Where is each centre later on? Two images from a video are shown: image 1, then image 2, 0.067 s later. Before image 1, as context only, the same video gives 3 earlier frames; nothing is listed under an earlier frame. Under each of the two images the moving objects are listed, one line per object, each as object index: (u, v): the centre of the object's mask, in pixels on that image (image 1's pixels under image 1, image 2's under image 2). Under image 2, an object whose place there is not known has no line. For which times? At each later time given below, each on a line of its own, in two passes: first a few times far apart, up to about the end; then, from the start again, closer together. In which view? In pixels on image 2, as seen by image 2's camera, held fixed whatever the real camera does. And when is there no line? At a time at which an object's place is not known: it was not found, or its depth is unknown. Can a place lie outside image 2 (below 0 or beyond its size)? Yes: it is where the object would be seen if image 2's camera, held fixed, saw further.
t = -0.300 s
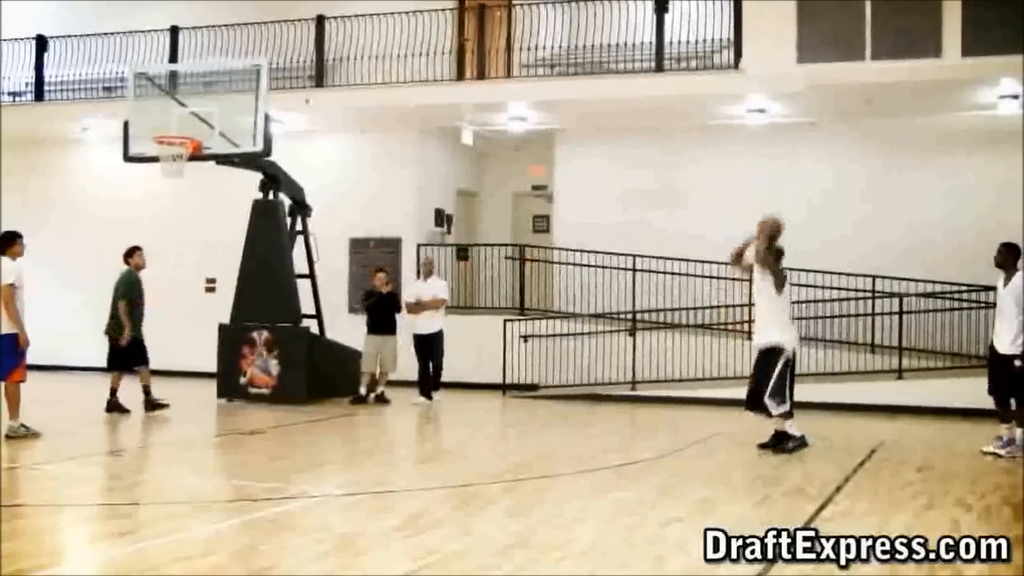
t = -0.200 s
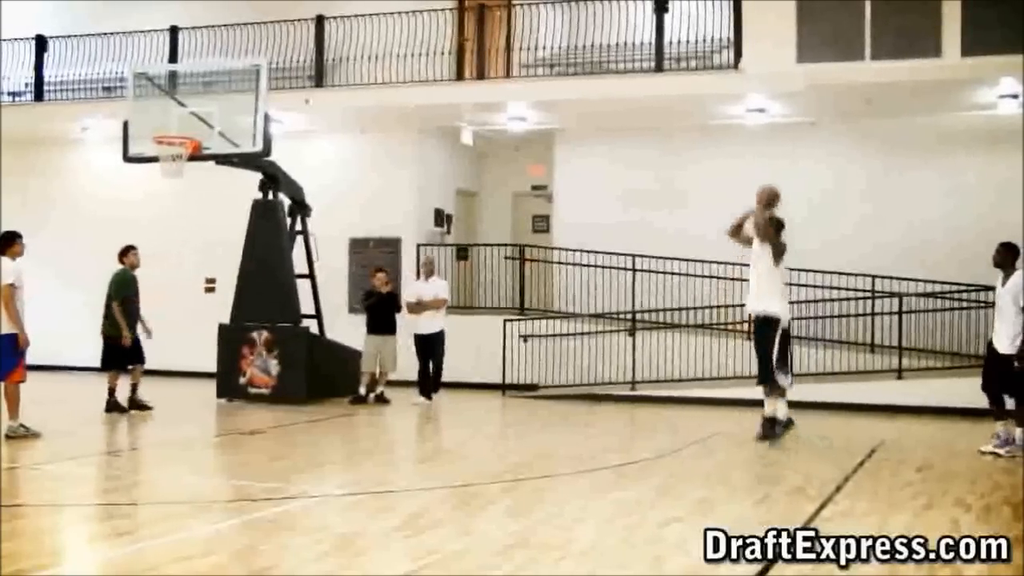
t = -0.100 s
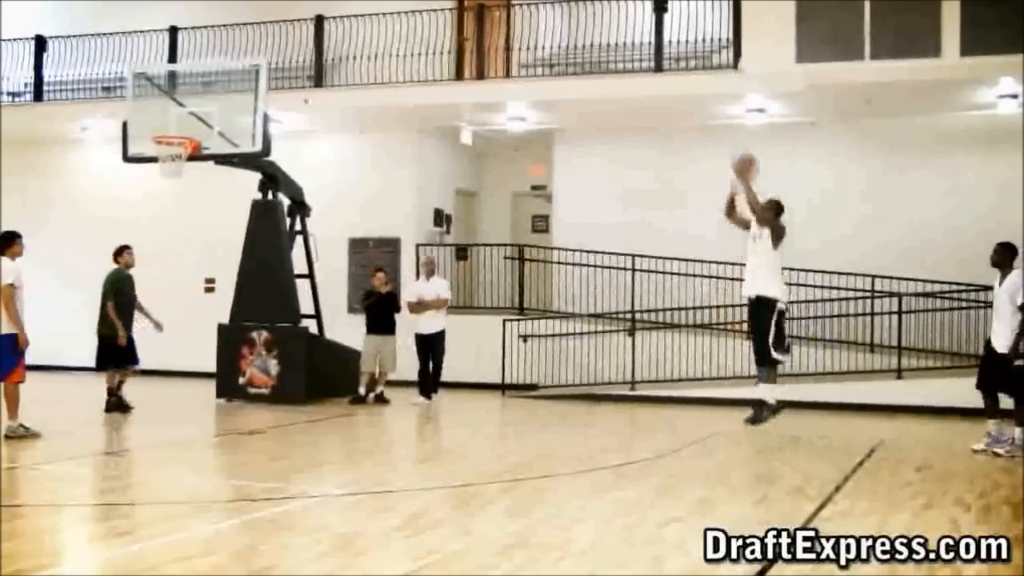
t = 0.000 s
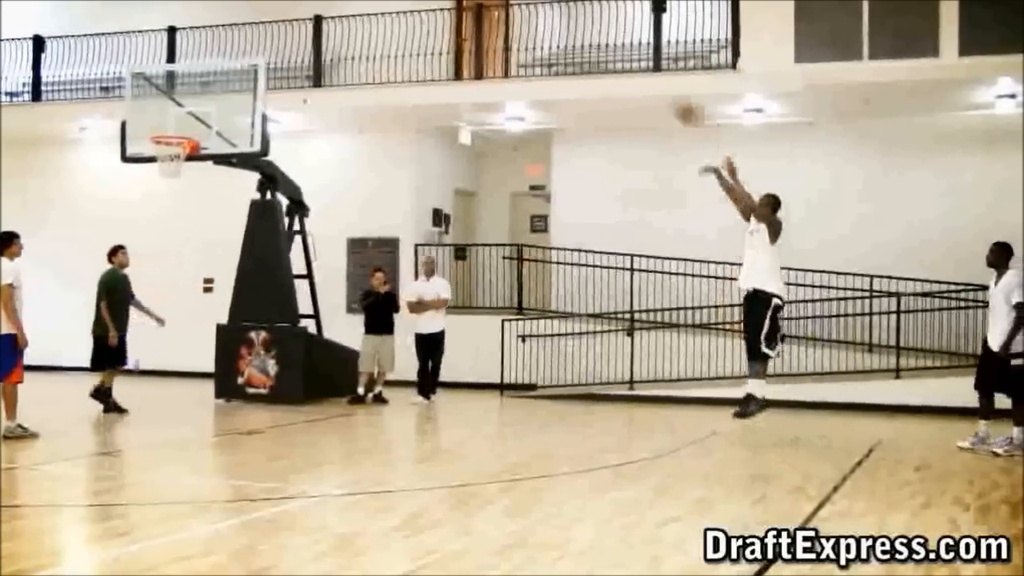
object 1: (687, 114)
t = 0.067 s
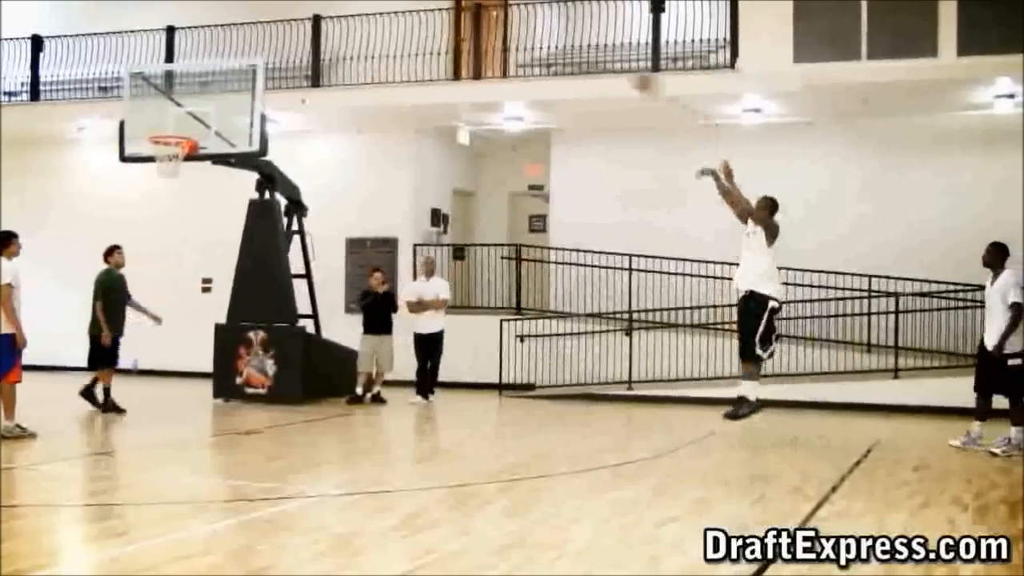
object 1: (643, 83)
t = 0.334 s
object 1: (493, 15)
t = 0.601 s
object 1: (354, 13)
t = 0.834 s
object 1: (246, 68)
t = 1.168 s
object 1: (156, 155)
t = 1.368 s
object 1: (176, 176)
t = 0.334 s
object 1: (493, 15)
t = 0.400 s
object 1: (457, 4)
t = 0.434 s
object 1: (440, 4)
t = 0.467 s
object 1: (420, 4)
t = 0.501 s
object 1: (404, 4)
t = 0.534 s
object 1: (387, 6)
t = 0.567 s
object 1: (370, 8)
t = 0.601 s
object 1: (354, 13)
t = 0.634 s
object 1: (339, 18)
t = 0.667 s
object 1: (325, 24)
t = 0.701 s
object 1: (306, 31)
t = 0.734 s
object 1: (290, 38)
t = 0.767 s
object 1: (276, 47)
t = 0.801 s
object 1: (261, 56)
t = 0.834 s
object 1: (246, 68)
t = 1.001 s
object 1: (173, 130)
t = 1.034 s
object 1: (159, 146)
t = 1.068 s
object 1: (153, 153)
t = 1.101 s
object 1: (151, 152)
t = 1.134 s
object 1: (154, 153)
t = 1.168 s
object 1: (156, 155)
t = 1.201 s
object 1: (159, 159)
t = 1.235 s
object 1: (162, 163)
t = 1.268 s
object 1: (166, 165)
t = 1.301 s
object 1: (170, 168)
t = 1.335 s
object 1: (174, 174)
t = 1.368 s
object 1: (176, 176)
